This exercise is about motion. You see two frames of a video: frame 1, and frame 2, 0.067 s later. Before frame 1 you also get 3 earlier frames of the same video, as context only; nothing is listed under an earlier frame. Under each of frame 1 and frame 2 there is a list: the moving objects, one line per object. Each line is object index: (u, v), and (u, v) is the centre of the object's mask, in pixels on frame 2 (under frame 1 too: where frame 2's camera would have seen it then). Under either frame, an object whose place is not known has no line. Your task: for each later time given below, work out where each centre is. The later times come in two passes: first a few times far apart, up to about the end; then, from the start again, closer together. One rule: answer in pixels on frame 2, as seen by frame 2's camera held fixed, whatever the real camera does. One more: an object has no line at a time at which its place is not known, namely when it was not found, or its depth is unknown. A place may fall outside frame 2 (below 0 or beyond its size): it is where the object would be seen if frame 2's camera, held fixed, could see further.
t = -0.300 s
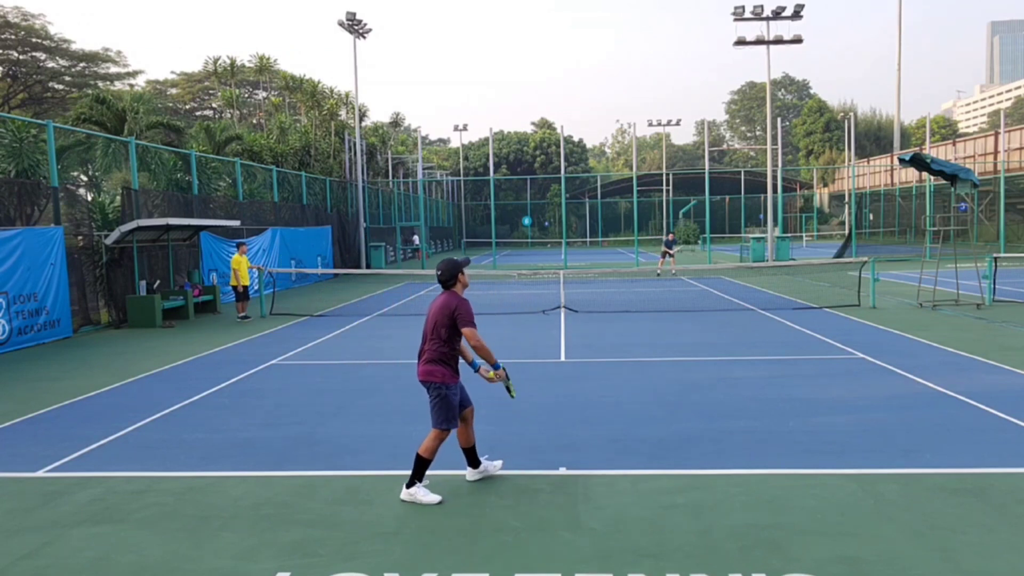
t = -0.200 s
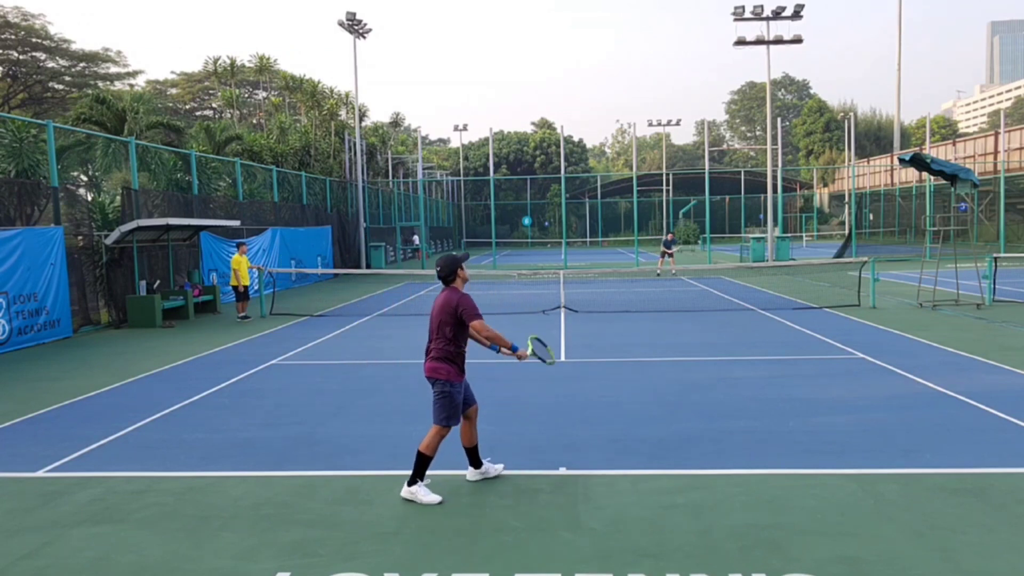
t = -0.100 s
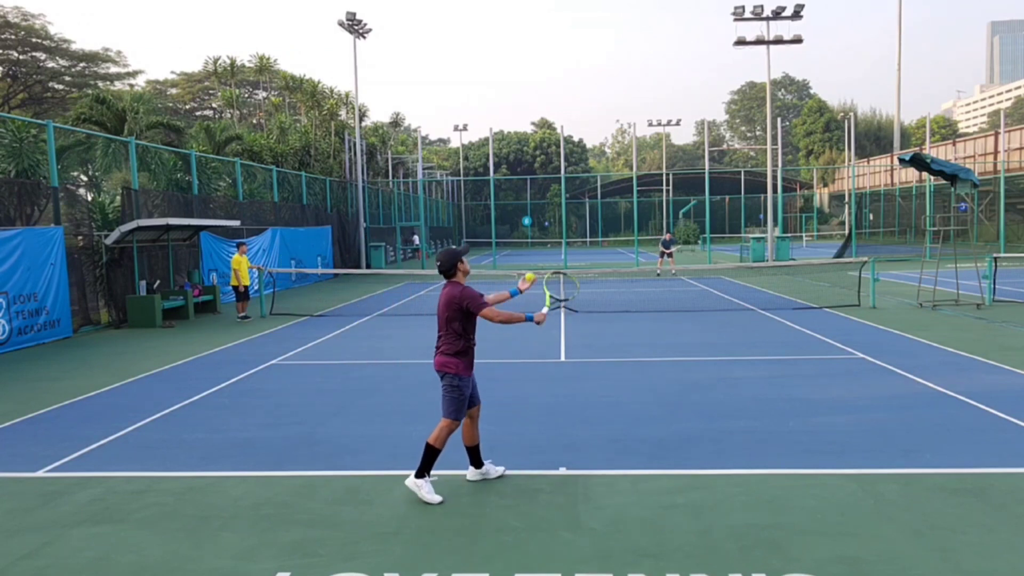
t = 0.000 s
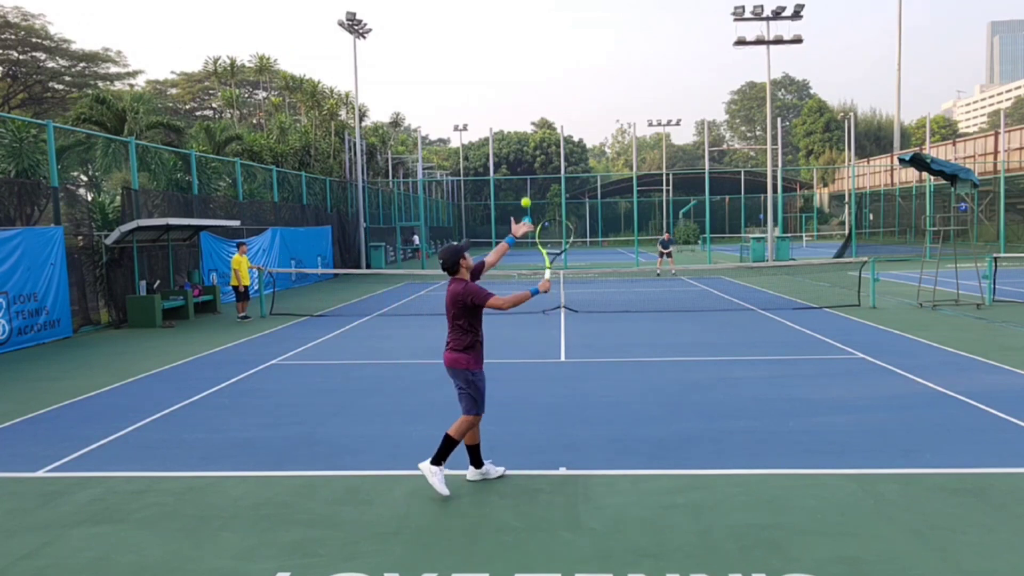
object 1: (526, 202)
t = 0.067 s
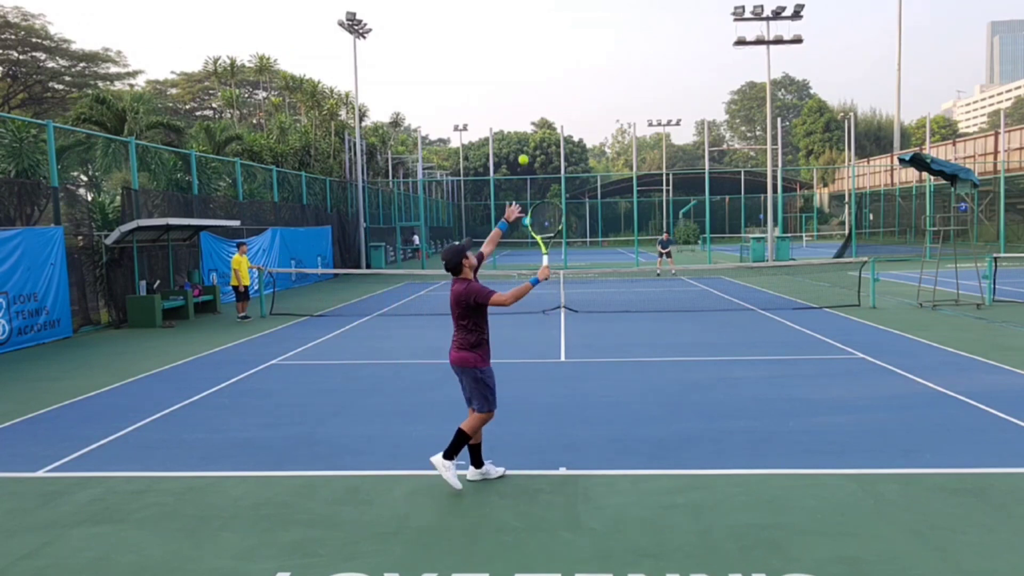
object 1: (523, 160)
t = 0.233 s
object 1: (517, 77)
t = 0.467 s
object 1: (511, 21)
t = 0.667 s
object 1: (507, 31)
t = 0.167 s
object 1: (520, 106)
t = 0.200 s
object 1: (519, 91)
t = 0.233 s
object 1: (517, 77)
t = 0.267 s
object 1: (520, 65)
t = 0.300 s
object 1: (516, 54)
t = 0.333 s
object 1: (515, 44)
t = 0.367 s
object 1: (514, 36)
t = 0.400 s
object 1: (513, 30)
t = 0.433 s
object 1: (512, 25)
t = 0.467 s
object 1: (511, 21)
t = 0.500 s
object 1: (510, 19)
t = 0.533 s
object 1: (510, 18)
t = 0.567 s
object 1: (509, 19)
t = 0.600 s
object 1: (508, 22)
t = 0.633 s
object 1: (508, 25)
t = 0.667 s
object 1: (507, 31)
